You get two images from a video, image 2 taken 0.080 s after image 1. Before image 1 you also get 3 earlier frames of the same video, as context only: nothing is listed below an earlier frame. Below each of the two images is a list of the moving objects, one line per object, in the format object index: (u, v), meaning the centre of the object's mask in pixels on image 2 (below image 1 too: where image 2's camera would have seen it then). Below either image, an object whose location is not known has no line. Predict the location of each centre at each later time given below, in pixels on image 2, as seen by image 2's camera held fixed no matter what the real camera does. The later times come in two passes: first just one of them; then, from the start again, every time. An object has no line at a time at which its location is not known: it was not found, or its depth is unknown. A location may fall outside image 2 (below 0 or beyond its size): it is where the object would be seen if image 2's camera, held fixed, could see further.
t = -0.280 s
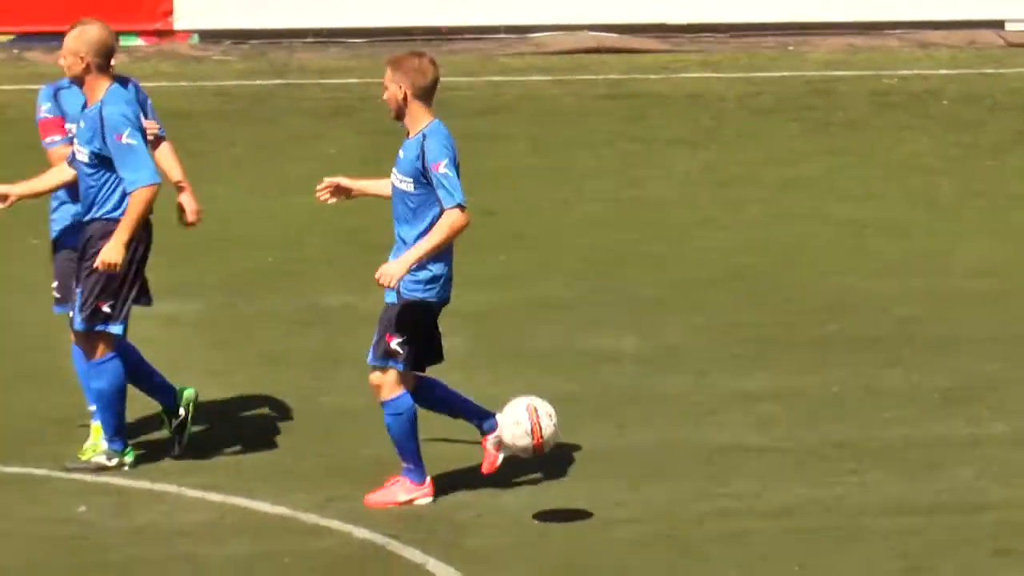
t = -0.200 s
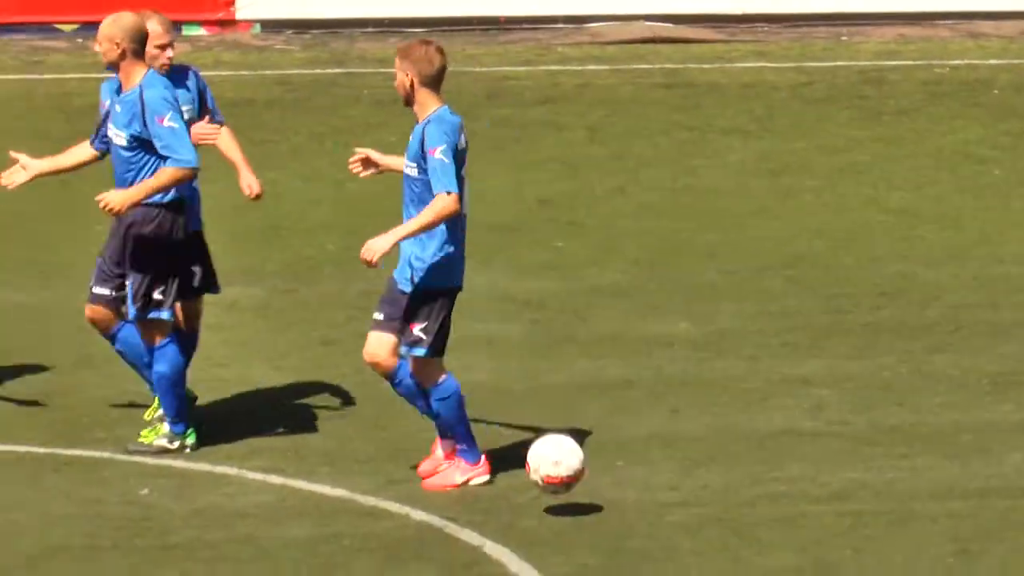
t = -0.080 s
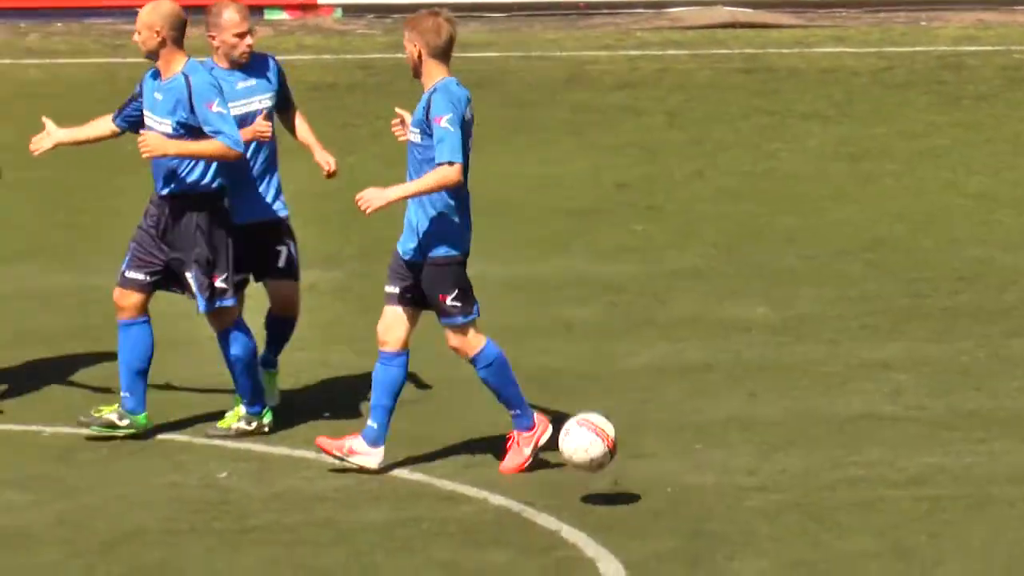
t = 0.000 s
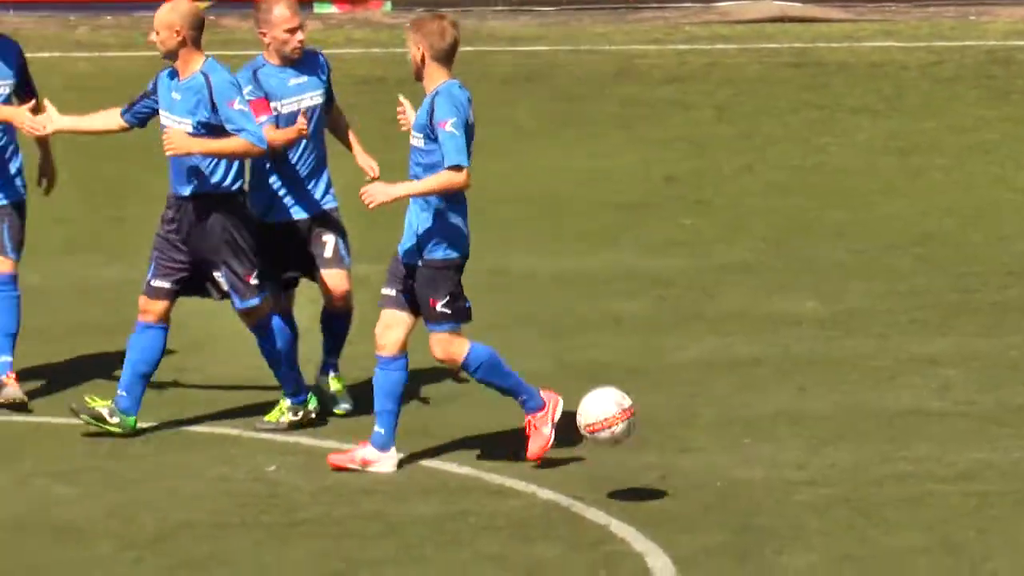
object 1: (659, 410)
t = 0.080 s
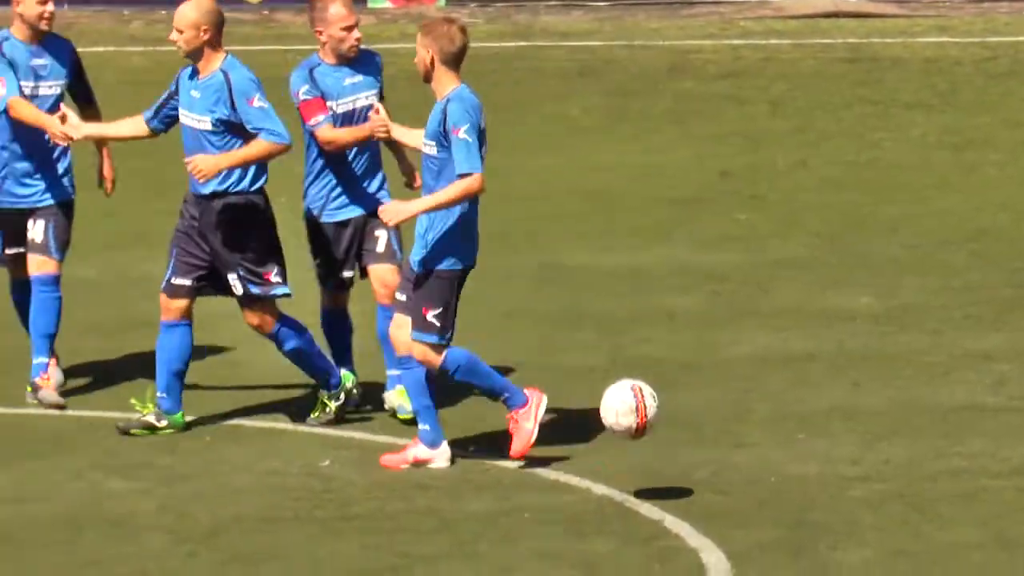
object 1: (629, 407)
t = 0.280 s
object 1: (554, 475)
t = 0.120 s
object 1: (614, 412)
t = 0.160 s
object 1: (599, 420)
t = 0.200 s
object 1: (583, 433)
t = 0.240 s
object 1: (567, 452)
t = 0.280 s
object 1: (554, 475)
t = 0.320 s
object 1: (539, 494)
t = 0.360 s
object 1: (524, 481)
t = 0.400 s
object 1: (510, 472)
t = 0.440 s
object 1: (495, 468)
